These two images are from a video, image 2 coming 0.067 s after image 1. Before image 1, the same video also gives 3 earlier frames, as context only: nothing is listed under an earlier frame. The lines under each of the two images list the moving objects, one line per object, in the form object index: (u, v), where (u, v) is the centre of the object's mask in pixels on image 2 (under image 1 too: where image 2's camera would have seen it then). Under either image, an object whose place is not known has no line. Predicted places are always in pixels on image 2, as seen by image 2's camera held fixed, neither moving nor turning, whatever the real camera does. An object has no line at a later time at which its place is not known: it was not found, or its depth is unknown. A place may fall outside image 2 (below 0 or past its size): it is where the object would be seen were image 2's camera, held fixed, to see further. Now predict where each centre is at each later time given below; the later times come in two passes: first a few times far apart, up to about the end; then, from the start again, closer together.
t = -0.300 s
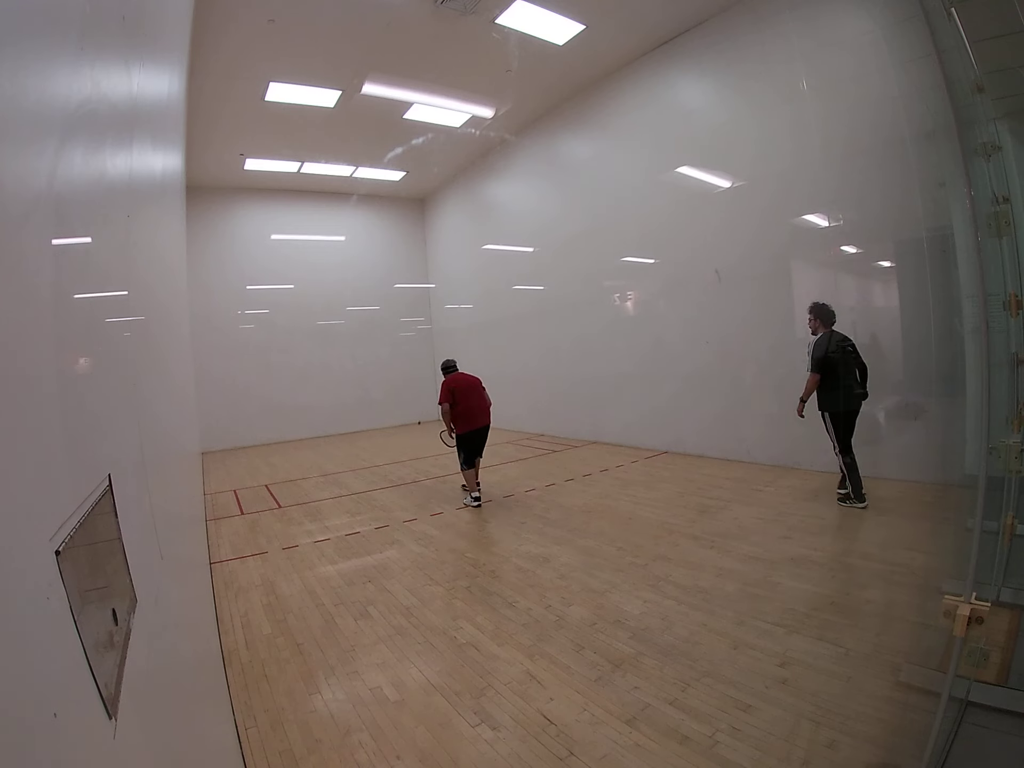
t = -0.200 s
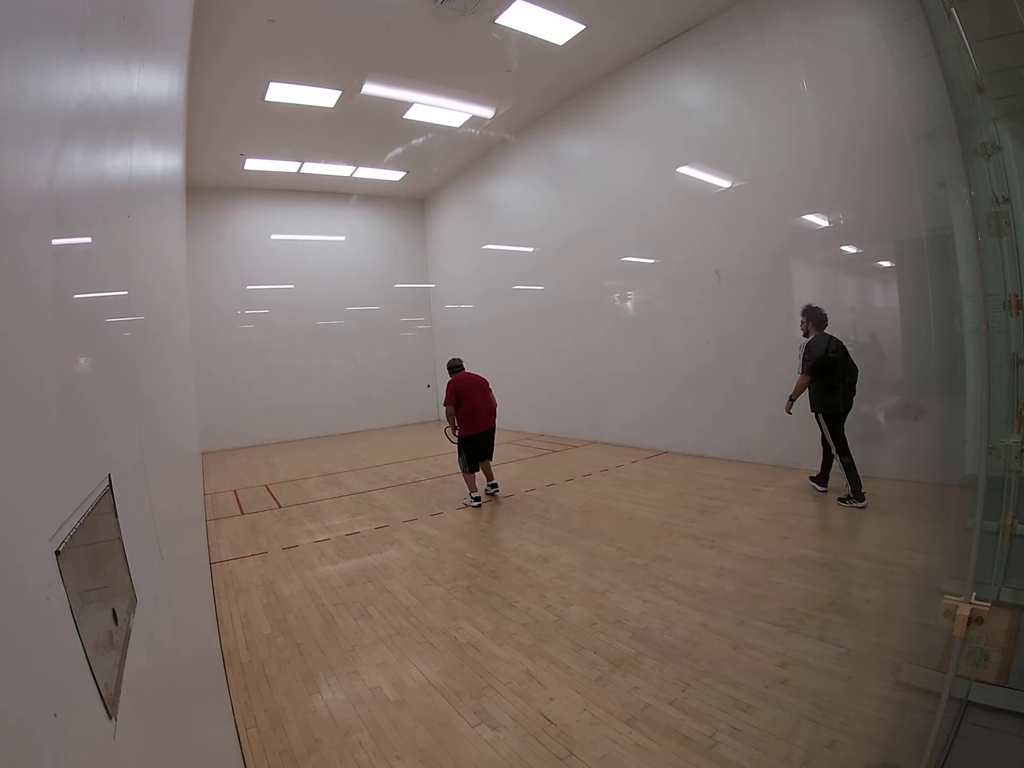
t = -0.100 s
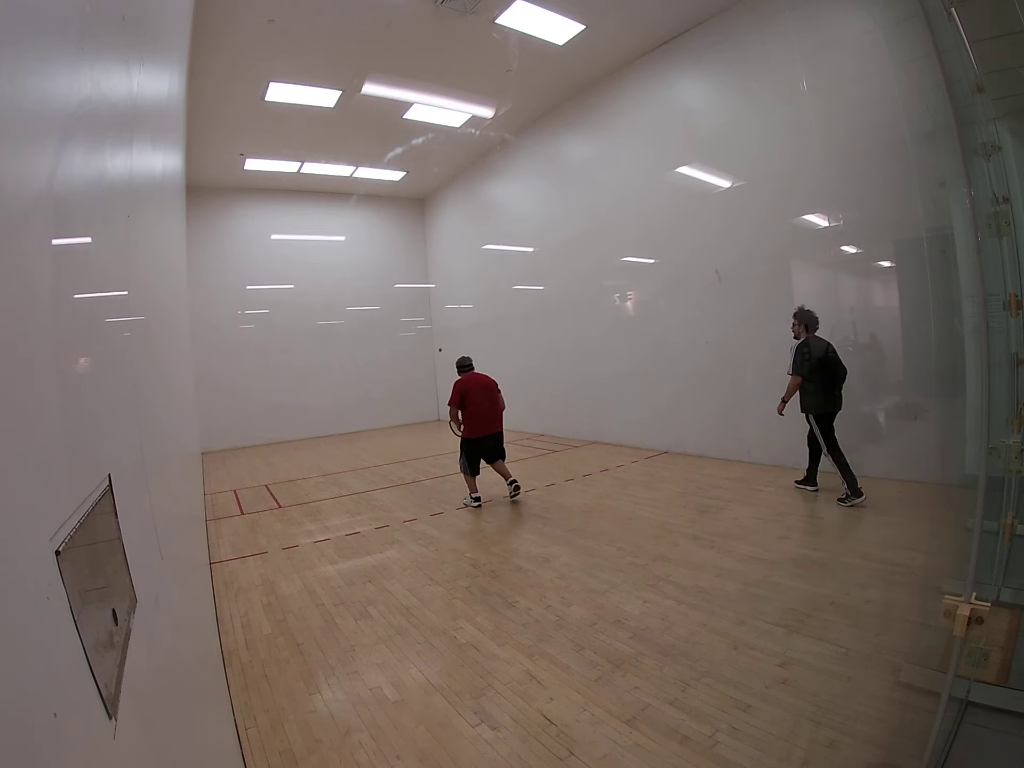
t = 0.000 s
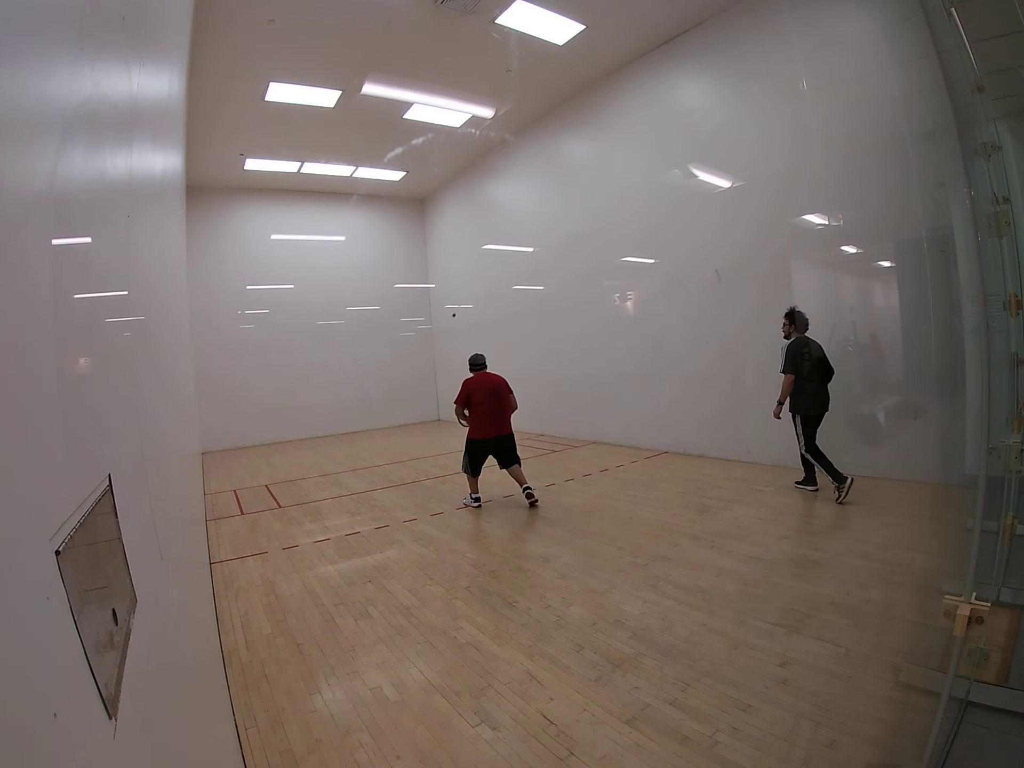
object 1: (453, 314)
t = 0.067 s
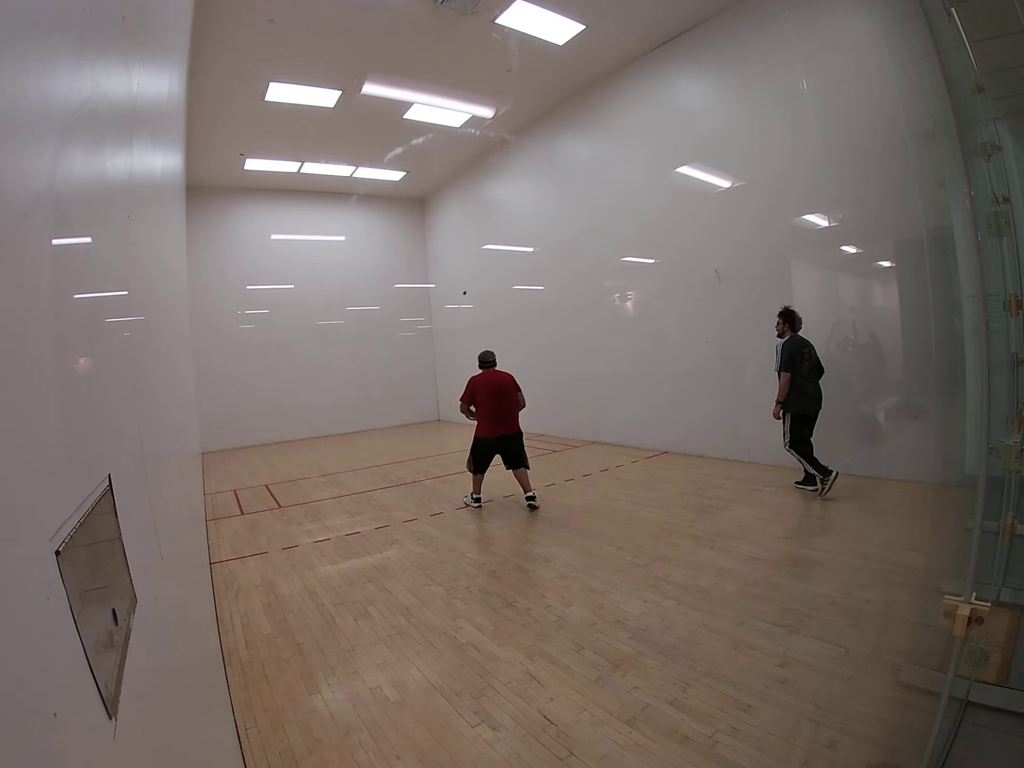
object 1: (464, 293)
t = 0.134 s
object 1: (476, 272)
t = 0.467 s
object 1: (562, 185)
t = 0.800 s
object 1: (728, 170)
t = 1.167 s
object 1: (962, 373)
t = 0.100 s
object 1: (470, 282)
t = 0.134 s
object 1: (476, 272)
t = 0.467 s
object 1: (562, 185)
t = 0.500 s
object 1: (575, 180)
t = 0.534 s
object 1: (587, 174)
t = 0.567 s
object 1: (600, 170)
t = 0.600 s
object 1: (615, 166)
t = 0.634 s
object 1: (631, 164)
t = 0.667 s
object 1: (648, 163)
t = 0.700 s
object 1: (665, 162)
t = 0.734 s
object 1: (685, 164)
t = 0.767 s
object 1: (706, 166)
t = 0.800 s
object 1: (728, 170)
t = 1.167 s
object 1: (962, 373)
